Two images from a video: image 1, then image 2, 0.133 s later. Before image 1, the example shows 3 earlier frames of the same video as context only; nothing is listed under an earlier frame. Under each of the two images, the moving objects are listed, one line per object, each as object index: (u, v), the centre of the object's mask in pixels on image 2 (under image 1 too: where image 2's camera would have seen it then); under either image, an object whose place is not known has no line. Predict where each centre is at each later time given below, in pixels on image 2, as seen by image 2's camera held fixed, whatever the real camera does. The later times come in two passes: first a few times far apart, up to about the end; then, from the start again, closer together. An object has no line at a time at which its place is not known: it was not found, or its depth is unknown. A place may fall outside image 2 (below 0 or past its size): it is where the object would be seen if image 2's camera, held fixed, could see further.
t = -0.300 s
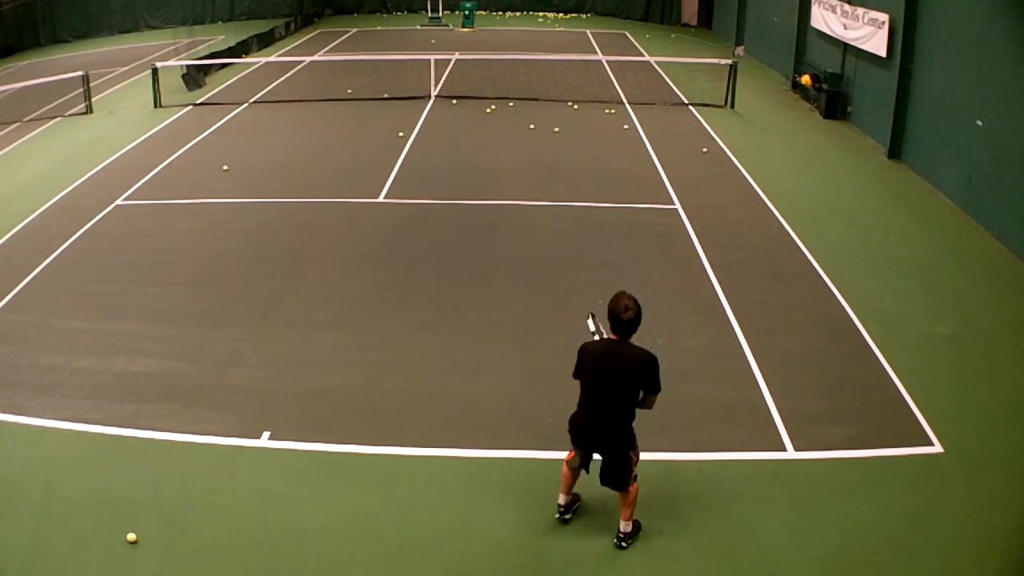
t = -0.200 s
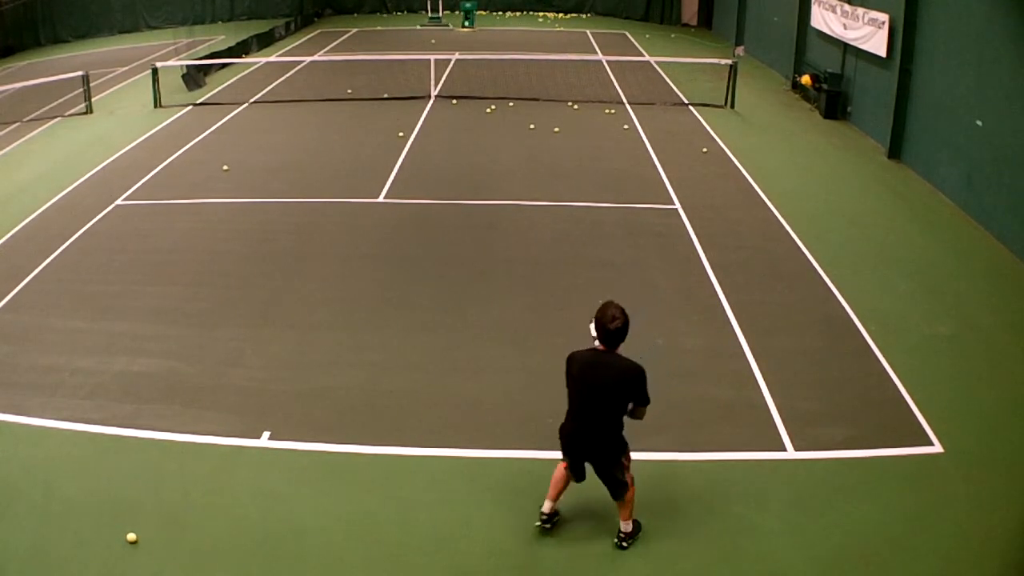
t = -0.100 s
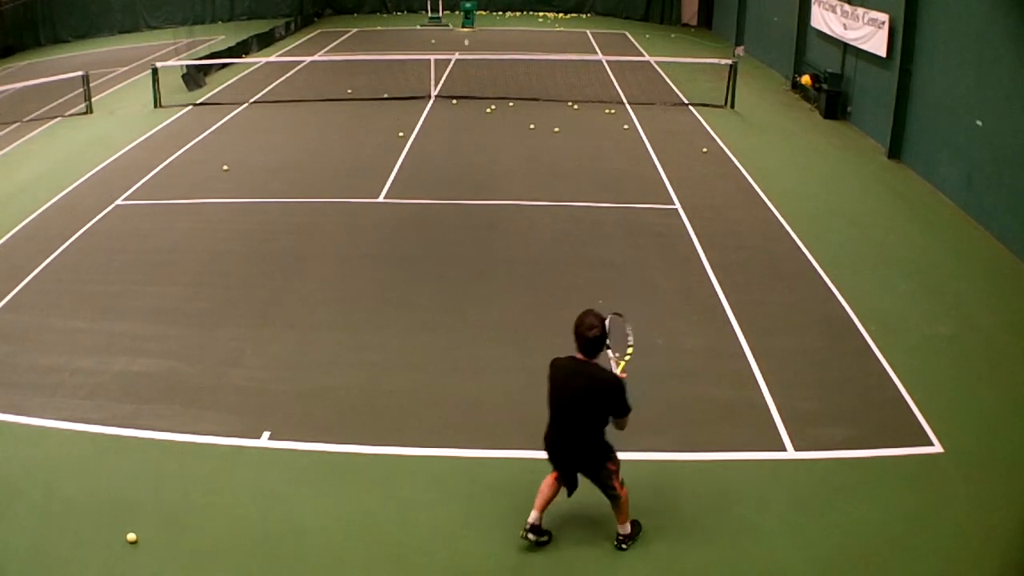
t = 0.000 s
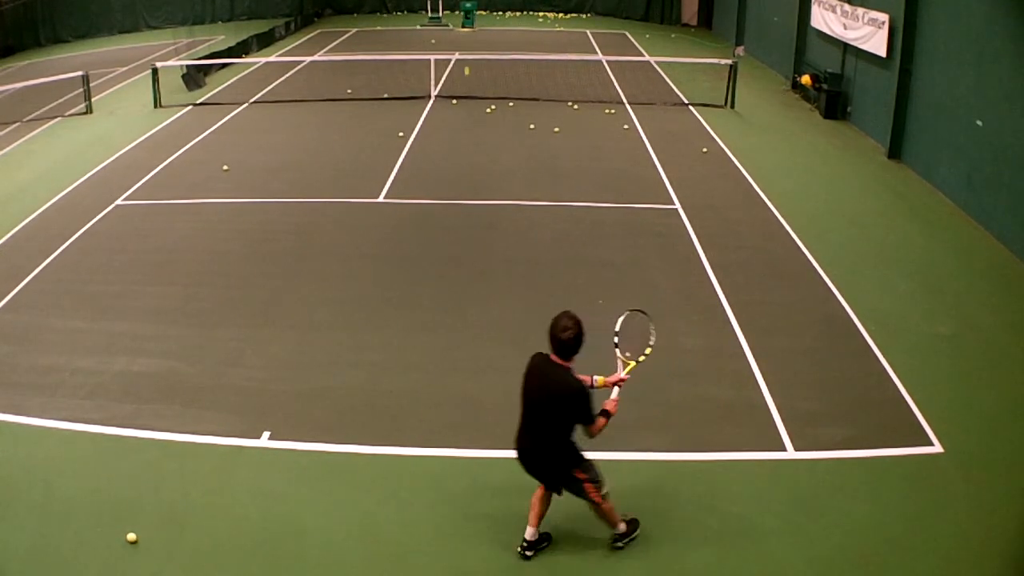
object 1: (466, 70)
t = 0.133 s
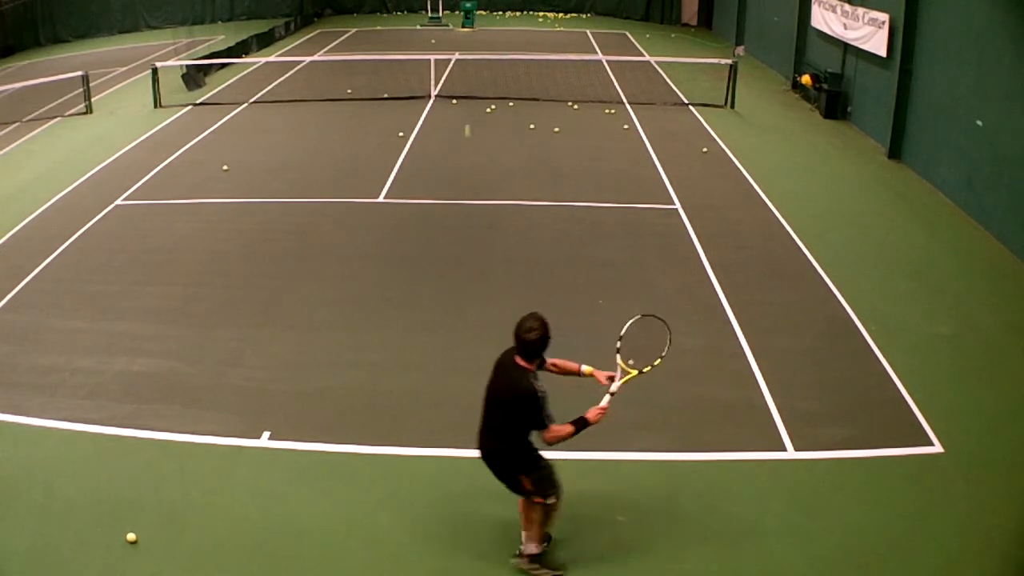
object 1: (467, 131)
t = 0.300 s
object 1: (469, 244)
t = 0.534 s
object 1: (471, 258)
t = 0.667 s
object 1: (472, 300)
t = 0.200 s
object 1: (468, 172)
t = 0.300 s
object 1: (469, 244)
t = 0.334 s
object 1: (469, 243)
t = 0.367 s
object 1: (469, 242)
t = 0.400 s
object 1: (469, 243)
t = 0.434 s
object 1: (470, 244)
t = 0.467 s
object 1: (470, 247)
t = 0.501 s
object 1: (470, 251)
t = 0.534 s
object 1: (471, 258)
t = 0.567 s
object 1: (471, 265)
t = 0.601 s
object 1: (471, 275)
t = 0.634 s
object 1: (472, 286)
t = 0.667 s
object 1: (472, 300)
